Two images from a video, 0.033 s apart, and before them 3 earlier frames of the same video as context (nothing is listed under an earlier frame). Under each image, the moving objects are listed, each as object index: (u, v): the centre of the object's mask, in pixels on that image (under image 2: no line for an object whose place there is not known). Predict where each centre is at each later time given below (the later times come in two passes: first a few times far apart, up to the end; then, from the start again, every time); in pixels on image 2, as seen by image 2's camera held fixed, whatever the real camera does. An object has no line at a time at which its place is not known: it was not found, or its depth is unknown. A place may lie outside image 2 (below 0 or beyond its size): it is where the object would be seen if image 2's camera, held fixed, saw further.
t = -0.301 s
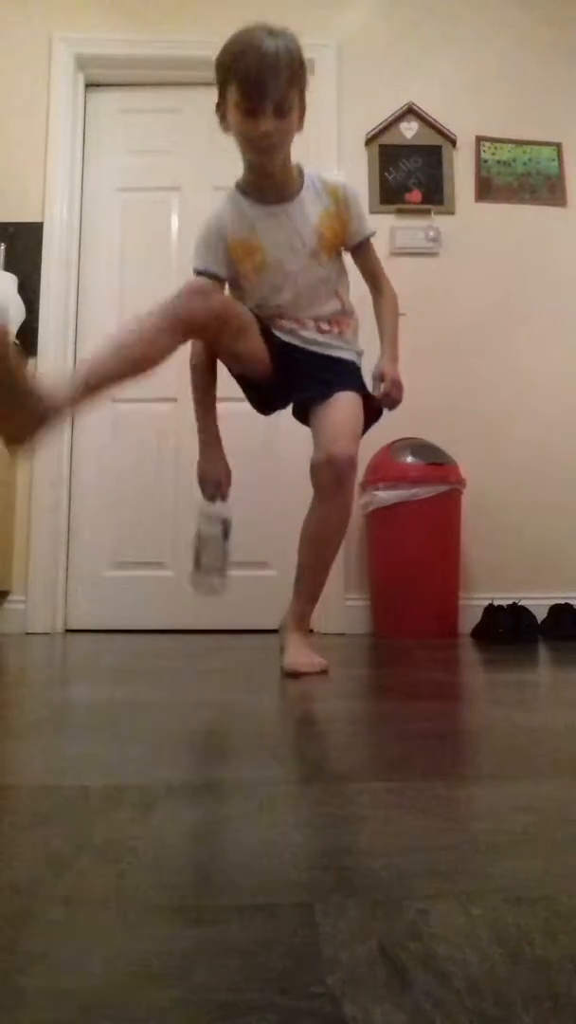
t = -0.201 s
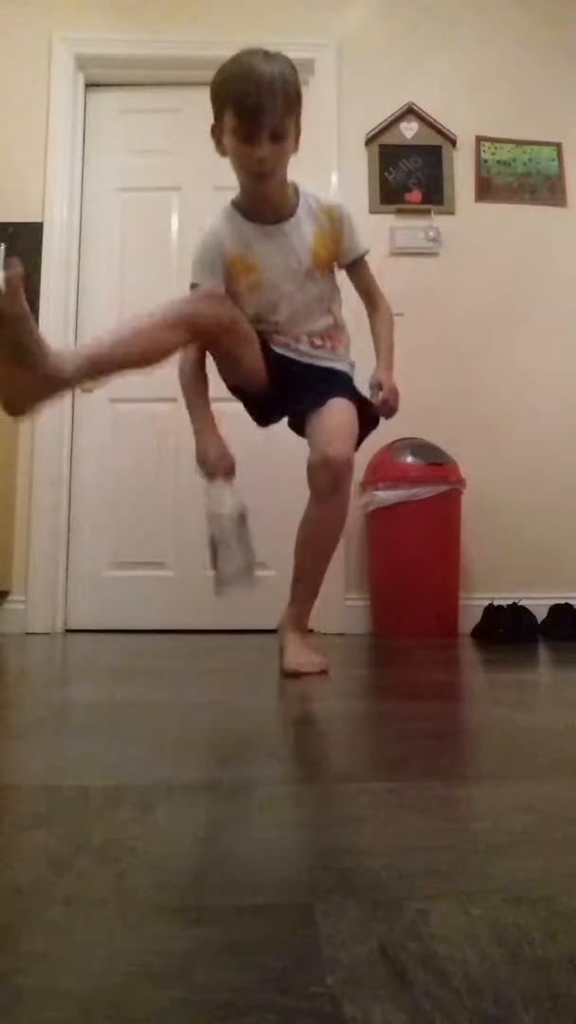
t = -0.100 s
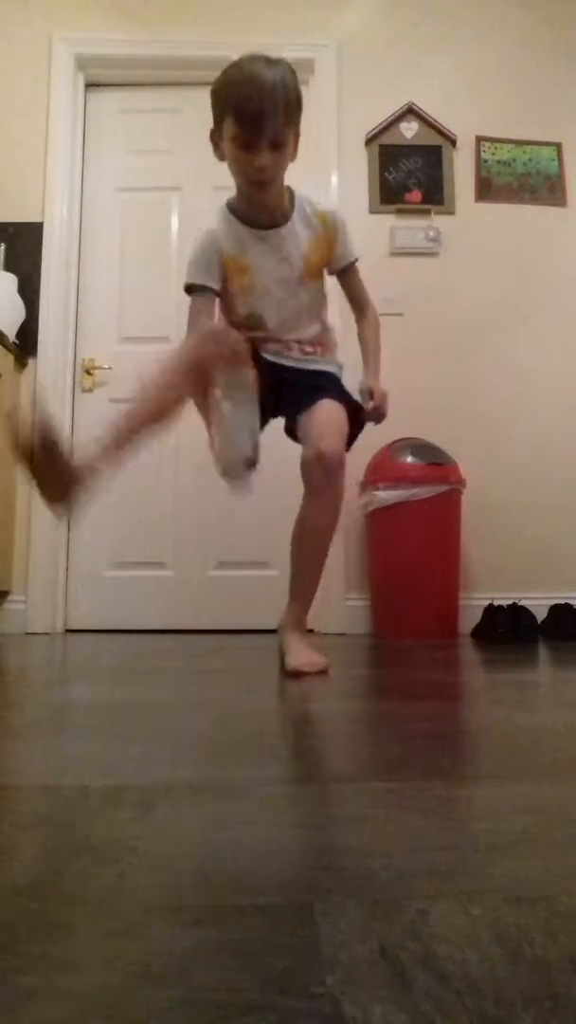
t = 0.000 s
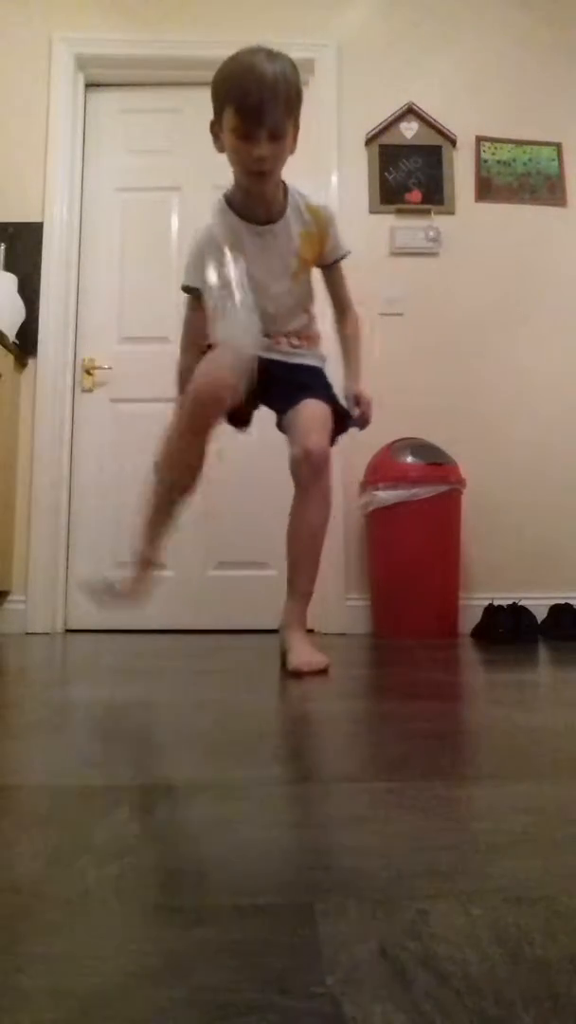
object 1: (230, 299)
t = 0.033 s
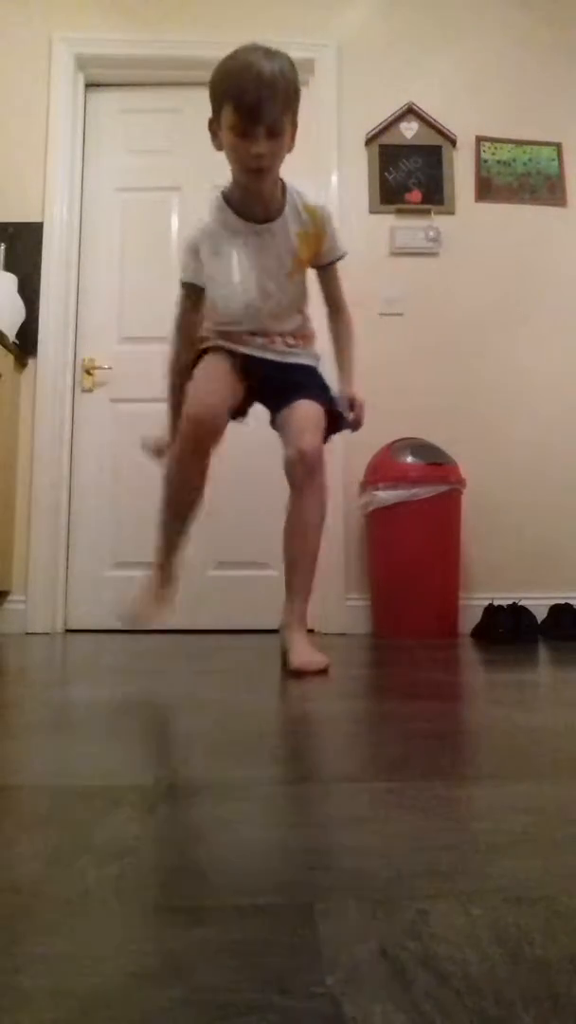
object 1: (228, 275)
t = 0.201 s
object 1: (220, 229)
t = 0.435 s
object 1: (195, 630)
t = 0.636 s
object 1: (184, 639)
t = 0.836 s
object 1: (160, 738)
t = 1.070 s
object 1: (206, 744)
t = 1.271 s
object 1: (216, 745)
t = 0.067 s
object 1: (228, 251)
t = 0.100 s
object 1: (224, 230)
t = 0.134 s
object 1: (223, 225)
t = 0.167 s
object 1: (220, 224)
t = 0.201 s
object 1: (220, 229)
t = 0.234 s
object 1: (216, 250)
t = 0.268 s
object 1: (213, 284)
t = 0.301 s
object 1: (210, 325)
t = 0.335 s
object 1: (205, 357)
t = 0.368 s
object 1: (206, 446)
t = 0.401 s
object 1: (199, 525)
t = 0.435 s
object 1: (195, 630)
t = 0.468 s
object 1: (194, 631)
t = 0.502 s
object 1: (194, 631)
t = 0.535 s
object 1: (192, 628)
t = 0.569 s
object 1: (191, 626)
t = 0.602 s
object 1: (188, 629)
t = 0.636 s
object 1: (184, 639)
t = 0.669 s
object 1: (178, 654)
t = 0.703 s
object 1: (202, 705)
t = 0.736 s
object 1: (163, 734)
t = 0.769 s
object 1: (152, 738)
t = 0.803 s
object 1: (158, 738)
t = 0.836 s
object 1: (160, 738)
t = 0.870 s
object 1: (169, 739)
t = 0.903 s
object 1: (175, 738)
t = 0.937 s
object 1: (181, 740)
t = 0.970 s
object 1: (188, 742)
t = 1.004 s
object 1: (197, 744)
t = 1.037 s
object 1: (202, 745)
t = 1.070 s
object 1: (206, 744)
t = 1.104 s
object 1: (208, 744)
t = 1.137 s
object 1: (211, 744)
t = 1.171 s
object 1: (215, 746)
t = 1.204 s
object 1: (216, 745)
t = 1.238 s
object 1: (217, 745)
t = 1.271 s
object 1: (216, 745)
